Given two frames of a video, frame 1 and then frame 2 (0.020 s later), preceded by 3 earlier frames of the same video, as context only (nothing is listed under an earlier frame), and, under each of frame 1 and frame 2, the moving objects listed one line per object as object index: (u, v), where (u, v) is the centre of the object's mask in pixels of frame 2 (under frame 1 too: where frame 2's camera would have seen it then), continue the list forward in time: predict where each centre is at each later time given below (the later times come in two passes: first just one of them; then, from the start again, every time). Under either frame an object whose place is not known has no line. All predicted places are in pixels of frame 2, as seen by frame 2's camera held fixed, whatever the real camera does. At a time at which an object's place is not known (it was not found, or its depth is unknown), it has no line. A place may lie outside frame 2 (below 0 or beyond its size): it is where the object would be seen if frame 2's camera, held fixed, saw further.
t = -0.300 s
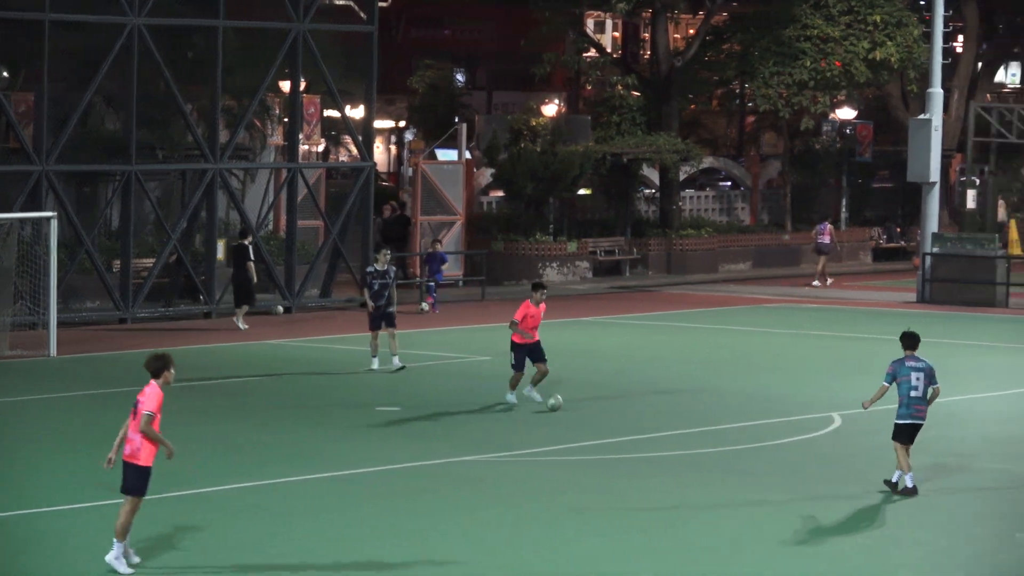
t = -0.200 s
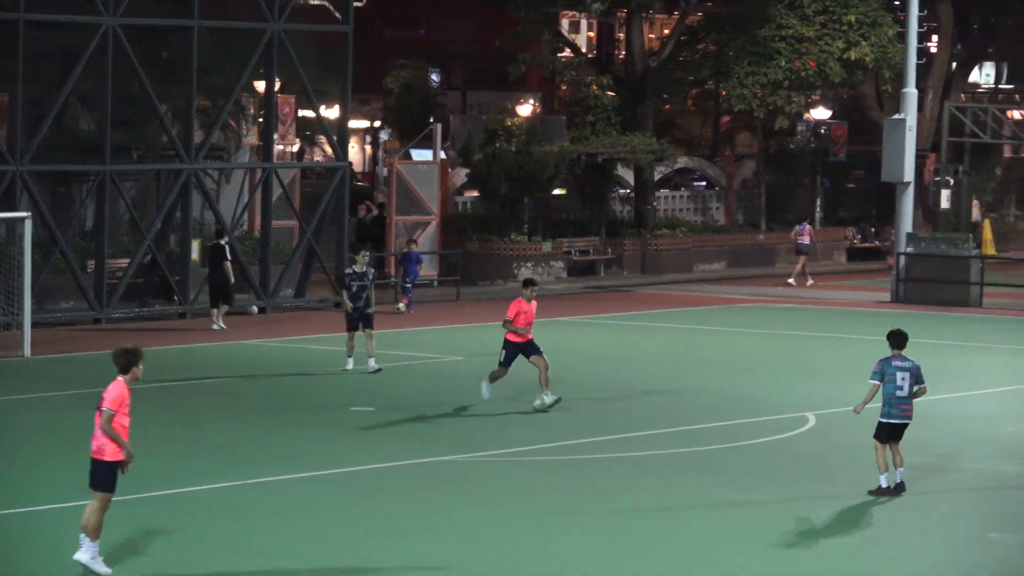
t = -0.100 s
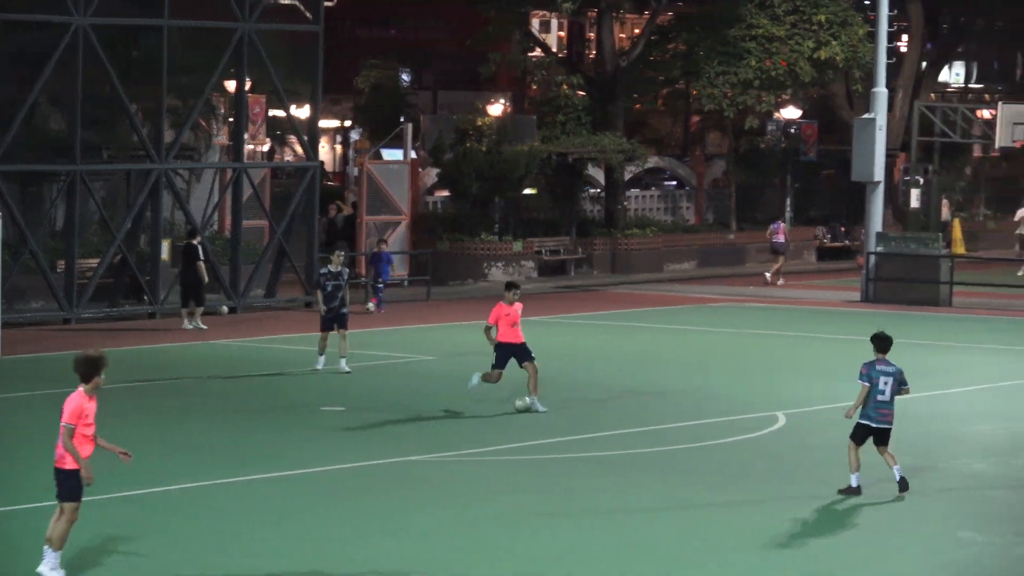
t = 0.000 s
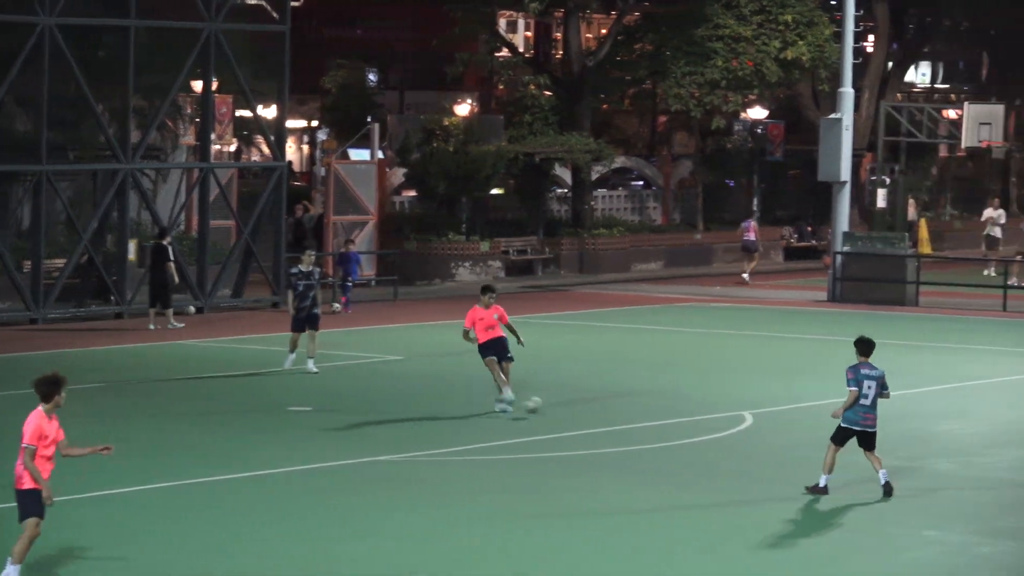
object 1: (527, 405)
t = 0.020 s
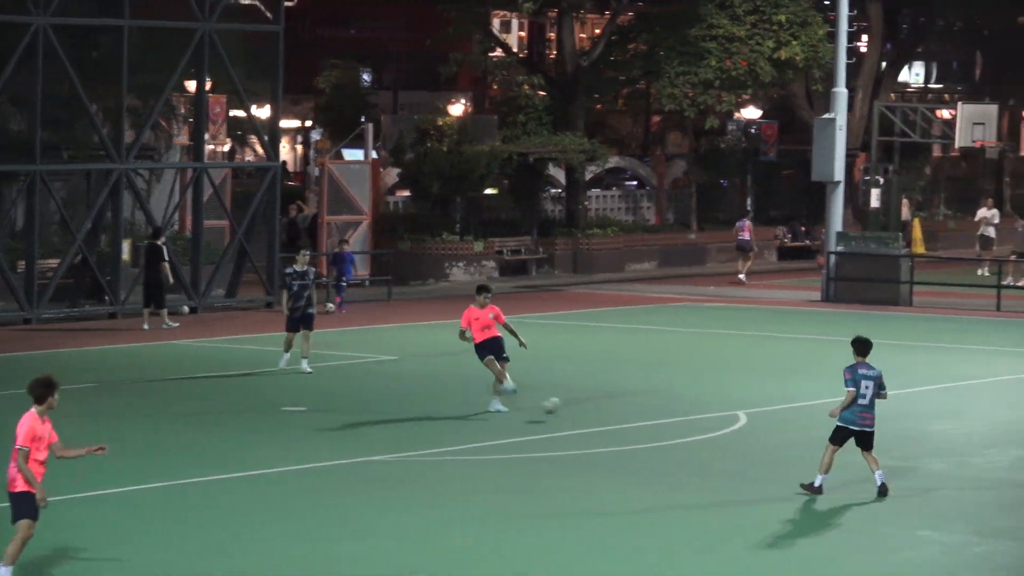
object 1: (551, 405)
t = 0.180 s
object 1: (751, 425)
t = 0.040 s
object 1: (575, 407)
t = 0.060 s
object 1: (599, 408)
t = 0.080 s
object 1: (623, 410)
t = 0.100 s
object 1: (649, 412)
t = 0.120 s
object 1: (674, 415)
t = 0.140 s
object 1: (699, 418)
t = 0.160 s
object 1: (725, 421)
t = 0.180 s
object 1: (751, 425)
